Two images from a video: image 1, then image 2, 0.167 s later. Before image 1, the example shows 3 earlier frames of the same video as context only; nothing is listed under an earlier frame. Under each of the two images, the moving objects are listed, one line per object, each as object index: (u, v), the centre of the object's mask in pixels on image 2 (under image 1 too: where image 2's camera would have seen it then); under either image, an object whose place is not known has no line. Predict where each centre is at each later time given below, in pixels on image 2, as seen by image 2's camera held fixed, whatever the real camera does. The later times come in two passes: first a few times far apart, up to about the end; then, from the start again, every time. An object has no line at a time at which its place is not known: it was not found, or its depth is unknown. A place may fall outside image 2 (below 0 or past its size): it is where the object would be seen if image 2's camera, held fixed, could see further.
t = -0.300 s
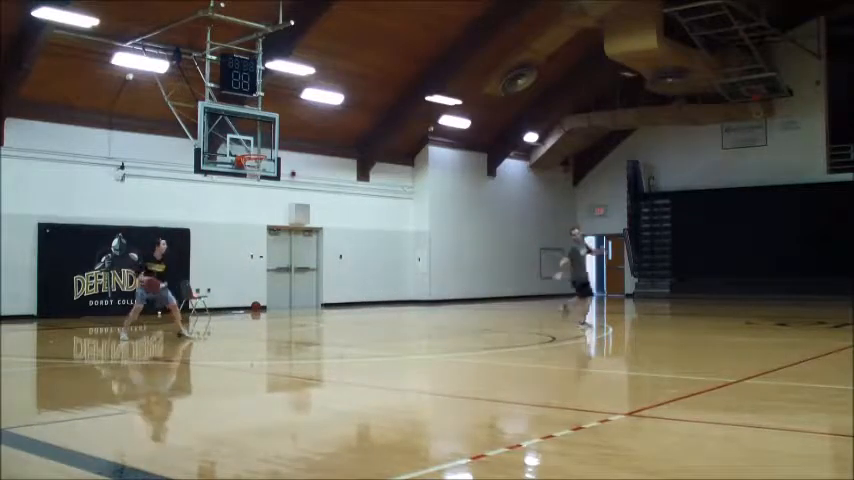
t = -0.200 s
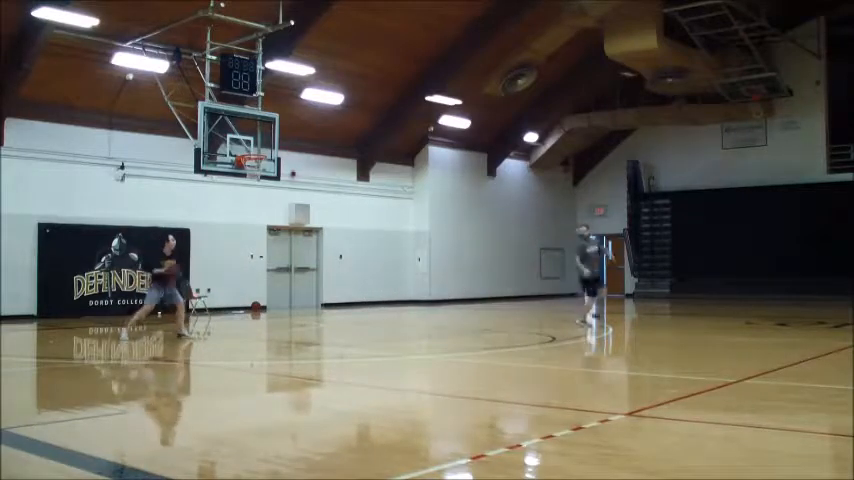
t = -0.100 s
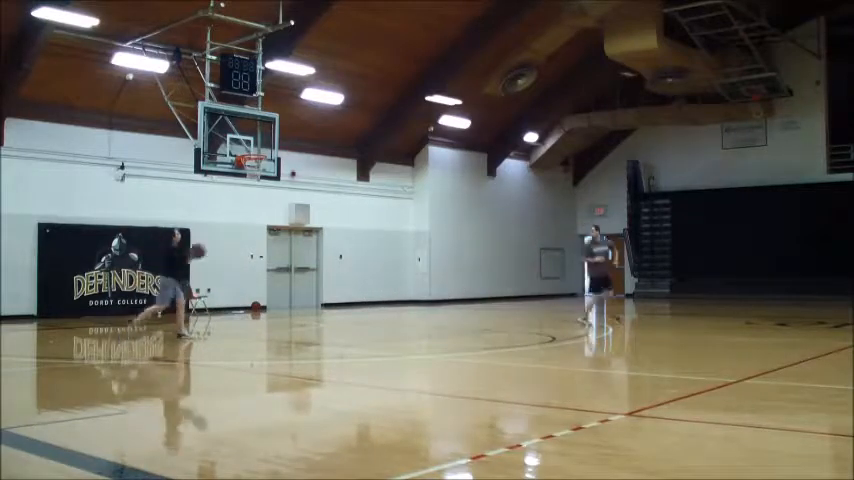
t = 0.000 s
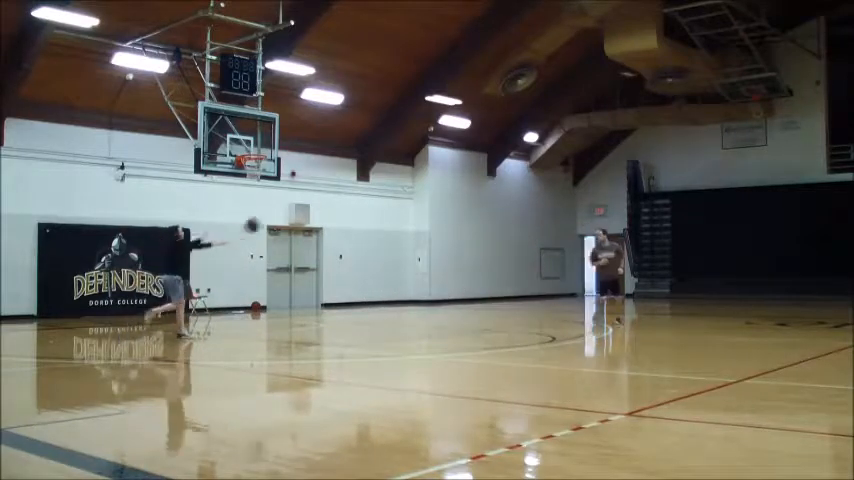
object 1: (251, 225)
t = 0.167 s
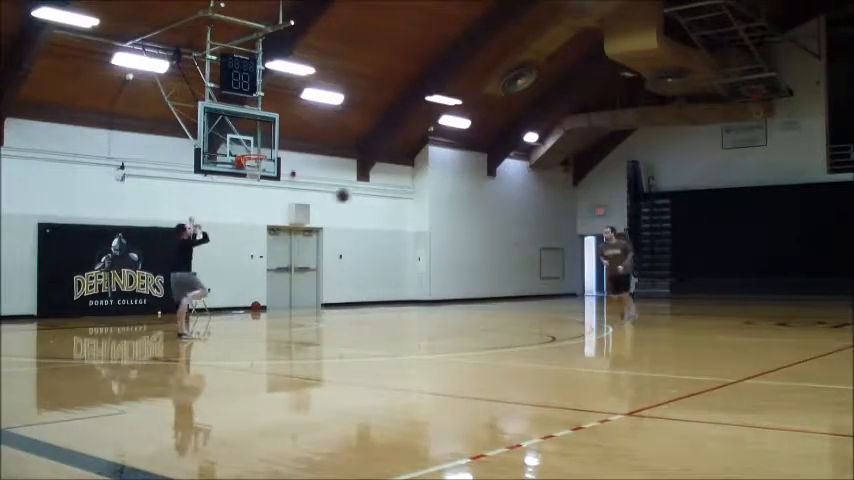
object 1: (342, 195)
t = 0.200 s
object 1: (359, 192)
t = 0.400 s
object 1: (454, 184)
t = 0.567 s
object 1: (525, 193)
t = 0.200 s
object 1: (359, 192)
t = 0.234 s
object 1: (375, 188)
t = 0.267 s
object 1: (392, 186)
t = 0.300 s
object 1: (408, 184)
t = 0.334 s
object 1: (423, 184)
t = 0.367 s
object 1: (439, 183)
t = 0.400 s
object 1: (454, 184)
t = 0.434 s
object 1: (469, 185)
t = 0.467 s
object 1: (483, 187)
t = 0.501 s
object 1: (497, 188)
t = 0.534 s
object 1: (511, 190)
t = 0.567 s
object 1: (525, 193)
